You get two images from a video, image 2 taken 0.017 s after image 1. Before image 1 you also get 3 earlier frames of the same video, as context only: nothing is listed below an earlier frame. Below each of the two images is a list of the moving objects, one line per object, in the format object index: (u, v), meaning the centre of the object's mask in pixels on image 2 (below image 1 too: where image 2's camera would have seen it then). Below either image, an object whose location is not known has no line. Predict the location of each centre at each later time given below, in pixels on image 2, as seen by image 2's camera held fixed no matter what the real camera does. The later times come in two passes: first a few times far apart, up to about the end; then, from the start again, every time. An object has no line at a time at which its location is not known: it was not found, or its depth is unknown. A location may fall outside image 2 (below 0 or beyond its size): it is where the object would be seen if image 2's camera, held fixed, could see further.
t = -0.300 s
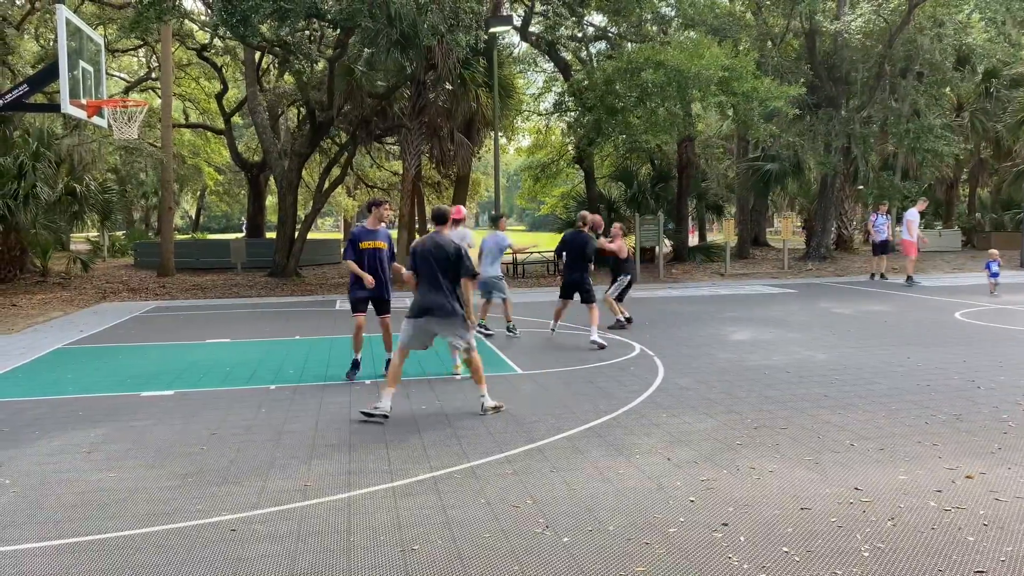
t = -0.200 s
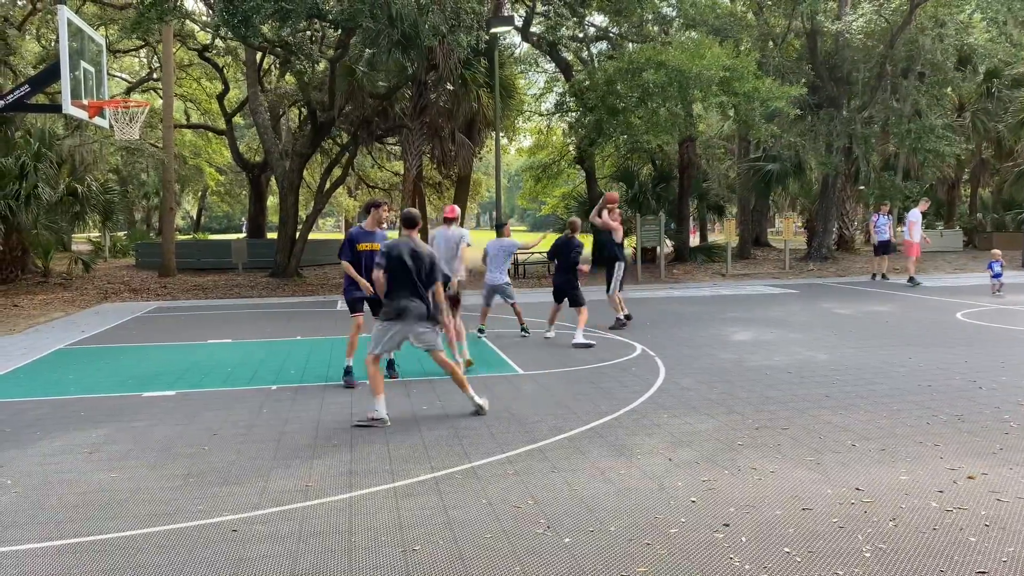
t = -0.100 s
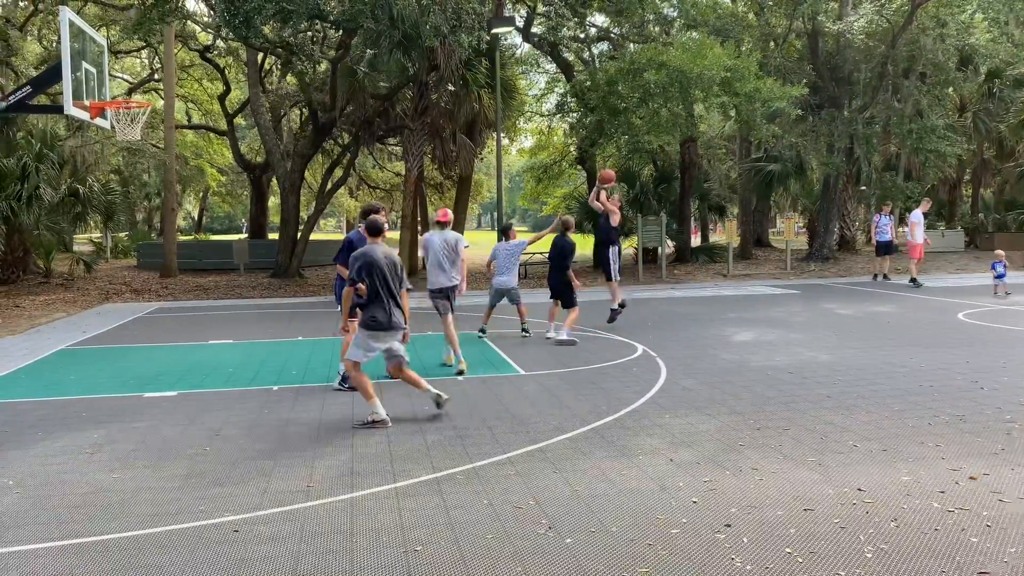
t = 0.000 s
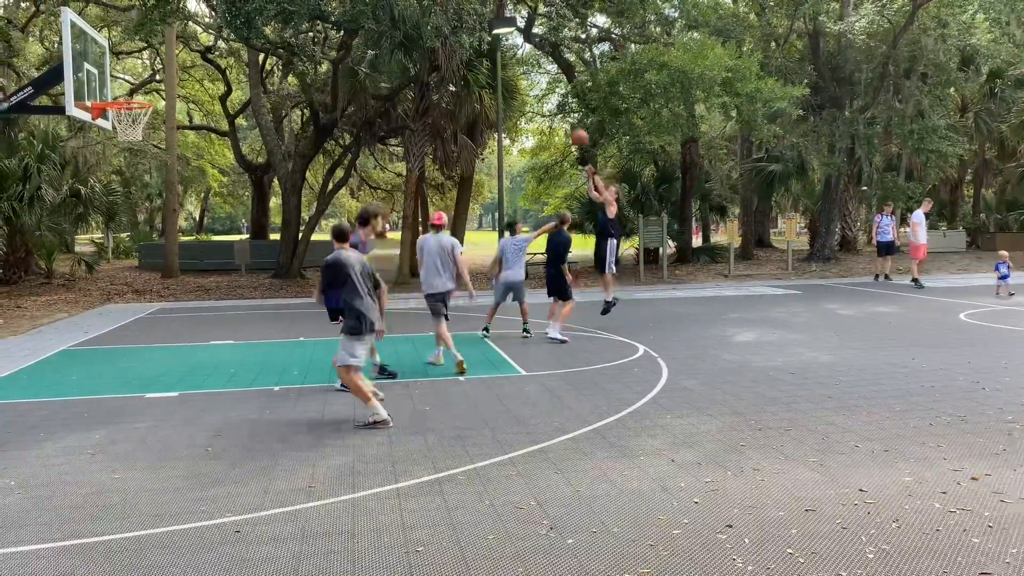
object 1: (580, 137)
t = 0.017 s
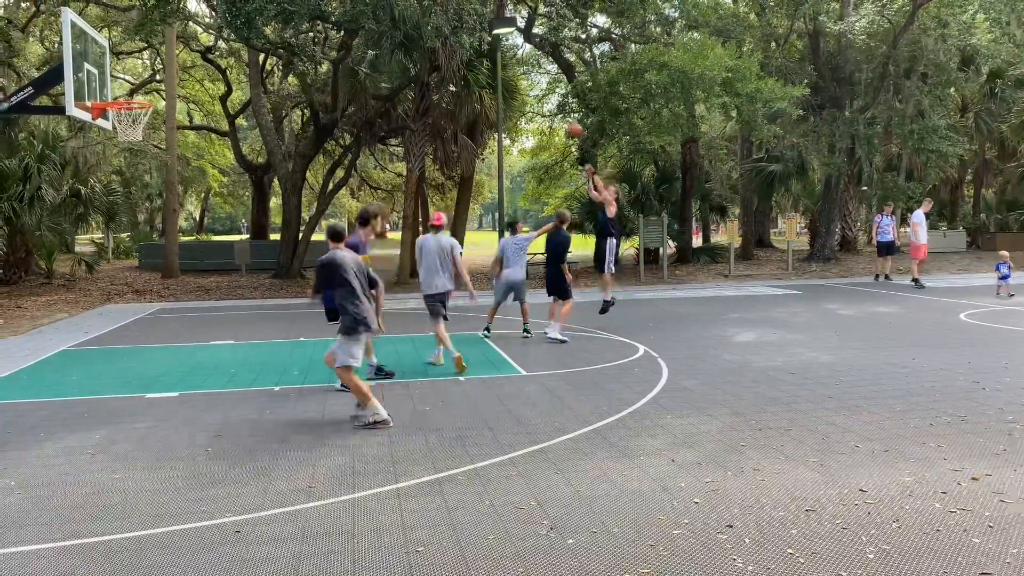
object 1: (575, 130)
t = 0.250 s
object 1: (491, 53)
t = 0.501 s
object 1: (394, 11)
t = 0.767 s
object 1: (285, 18)
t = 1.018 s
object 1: (175, 80)
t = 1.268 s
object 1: (155, 65)
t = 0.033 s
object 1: (567, 124)
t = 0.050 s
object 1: (562, 118)
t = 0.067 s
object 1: (556, 111)
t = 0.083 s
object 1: (553, 107)
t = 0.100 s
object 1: (545, 100)
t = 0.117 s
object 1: (539, 93)
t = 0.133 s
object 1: (534, 88)
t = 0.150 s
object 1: (527, 84)
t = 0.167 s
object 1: (522, 78)
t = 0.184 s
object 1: (516, 73)
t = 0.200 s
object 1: (510, 68)
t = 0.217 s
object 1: (503, 61)
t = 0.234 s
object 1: (497, 59)
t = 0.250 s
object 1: (491, 53)
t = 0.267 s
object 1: (484, 49)
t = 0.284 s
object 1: (479, 45)
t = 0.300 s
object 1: (472, 42)
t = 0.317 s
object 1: (466, 39)
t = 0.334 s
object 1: (460, 34)
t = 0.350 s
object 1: (453, 31)
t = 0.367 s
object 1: (447, 28)
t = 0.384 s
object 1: (440, 25)
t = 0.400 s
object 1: (435, 23)
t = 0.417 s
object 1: (428, 20)
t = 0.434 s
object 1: (421, 18)
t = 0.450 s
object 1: (414, 15)
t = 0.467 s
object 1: (407, 14)
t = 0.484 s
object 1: (401, 12)
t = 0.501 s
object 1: (394, 11)
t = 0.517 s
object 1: (388, 8)
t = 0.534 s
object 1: (381, 8)
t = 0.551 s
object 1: (374, 7)
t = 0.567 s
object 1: (367, 6)
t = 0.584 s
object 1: (361, 6)
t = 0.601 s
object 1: (354, 6)
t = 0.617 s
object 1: (349, 6)
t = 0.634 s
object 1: (341, 6)
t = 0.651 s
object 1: (334, 7)
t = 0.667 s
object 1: (327, 8)
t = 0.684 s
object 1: (320, 9)
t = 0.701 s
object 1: (313, 10)
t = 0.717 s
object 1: (307, 11)
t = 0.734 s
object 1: (299, 13)
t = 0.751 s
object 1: (292, 15)
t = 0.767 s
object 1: (285, 18)
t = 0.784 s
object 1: (278, 20)
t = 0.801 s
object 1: (271, 22)
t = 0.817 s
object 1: (263, 25)
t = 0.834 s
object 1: (257, 27)
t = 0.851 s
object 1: (250, 30)
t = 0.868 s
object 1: (242, 35)
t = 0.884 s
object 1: (235, 39)
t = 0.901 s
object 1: (228, 44)
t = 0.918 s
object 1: (223, 48)
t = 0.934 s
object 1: (213, 52)
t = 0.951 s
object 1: (205, 55)
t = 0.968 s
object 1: (198, 62)
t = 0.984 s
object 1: (190, 67)
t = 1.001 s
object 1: (183, 73)
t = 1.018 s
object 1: (175, 80)
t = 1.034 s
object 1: (169, 84)
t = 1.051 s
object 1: (160, 91)
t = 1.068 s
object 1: (155, 96)
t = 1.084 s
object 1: (155, 94)
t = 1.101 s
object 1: (154, 91)
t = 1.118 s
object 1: (155, 86)
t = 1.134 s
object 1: (154, 83)
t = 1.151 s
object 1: (155, 81)
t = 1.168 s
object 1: (155, 77)
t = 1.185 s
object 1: (154, 75)
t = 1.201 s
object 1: (155, 72)
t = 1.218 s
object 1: (155, 71)
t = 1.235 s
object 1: (154, 68)
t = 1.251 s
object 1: (155, 66)
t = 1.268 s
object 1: (155, 65)
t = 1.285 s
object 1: (155, 64)
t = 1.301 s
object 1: (155, 62)
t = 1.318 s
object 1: (156, 61)
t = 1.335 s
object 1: (156, 60)
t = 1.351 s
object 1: (156, 60)
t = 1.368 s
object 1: (156, 60)
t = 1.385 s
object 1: (156, 60)
